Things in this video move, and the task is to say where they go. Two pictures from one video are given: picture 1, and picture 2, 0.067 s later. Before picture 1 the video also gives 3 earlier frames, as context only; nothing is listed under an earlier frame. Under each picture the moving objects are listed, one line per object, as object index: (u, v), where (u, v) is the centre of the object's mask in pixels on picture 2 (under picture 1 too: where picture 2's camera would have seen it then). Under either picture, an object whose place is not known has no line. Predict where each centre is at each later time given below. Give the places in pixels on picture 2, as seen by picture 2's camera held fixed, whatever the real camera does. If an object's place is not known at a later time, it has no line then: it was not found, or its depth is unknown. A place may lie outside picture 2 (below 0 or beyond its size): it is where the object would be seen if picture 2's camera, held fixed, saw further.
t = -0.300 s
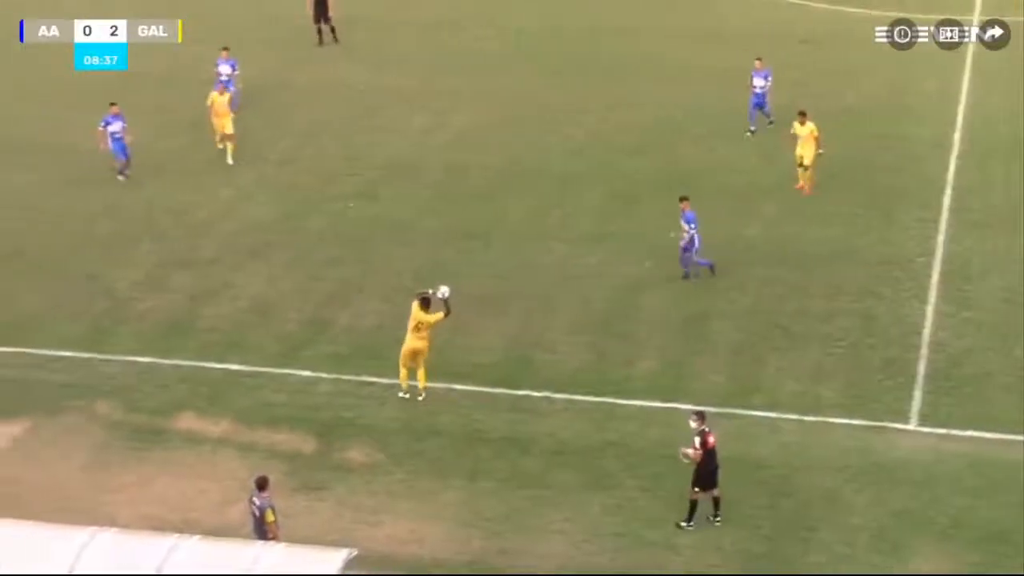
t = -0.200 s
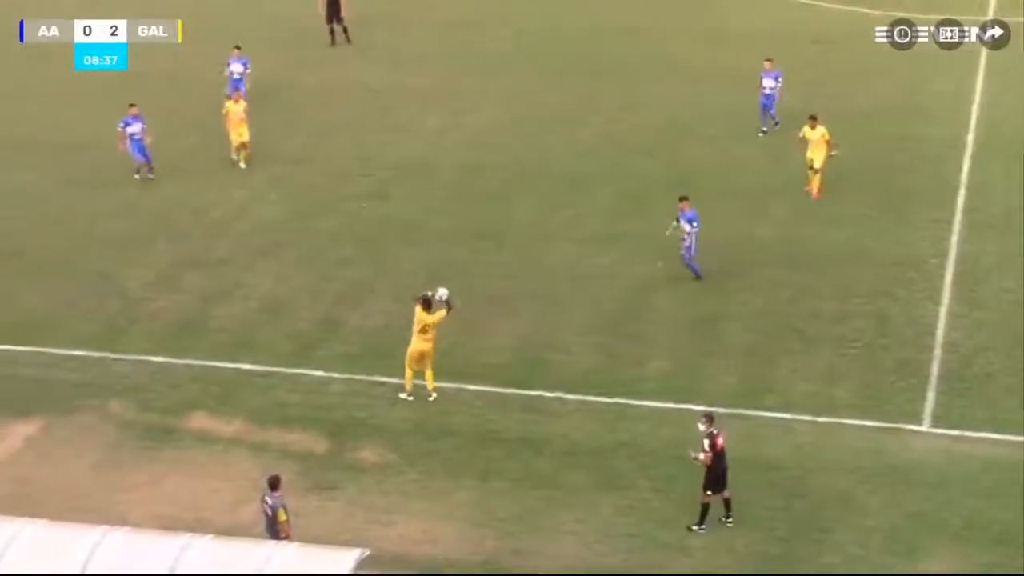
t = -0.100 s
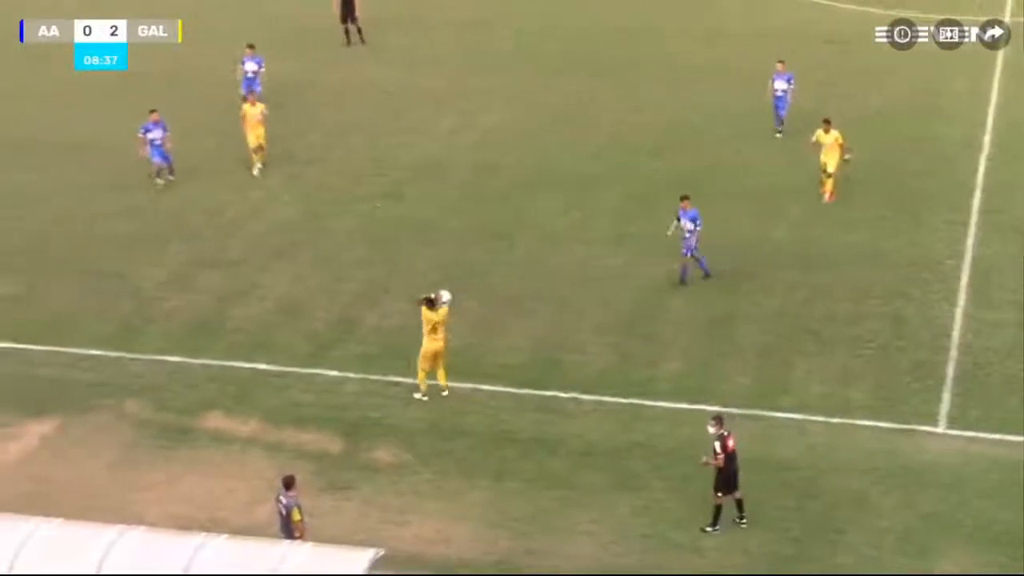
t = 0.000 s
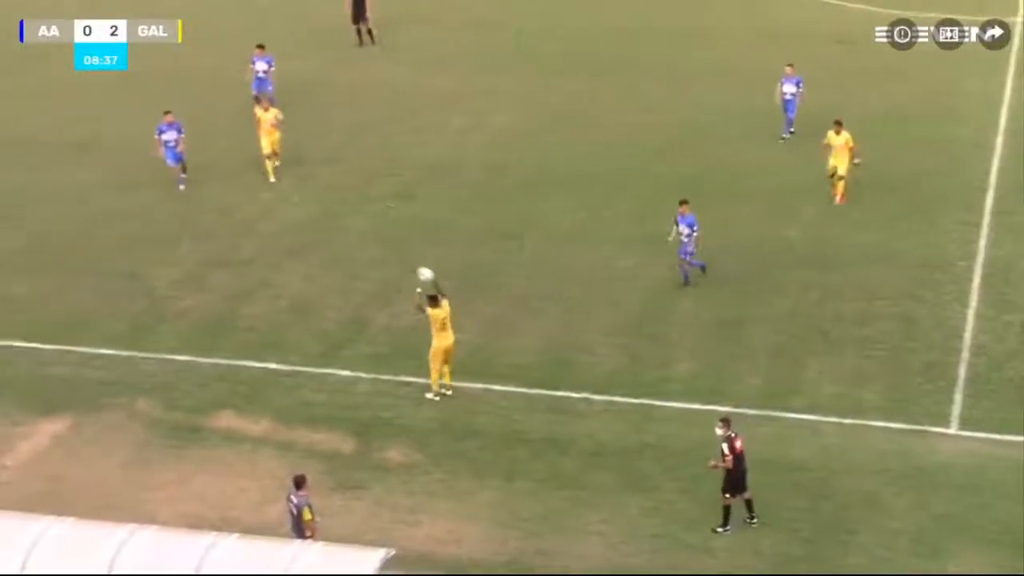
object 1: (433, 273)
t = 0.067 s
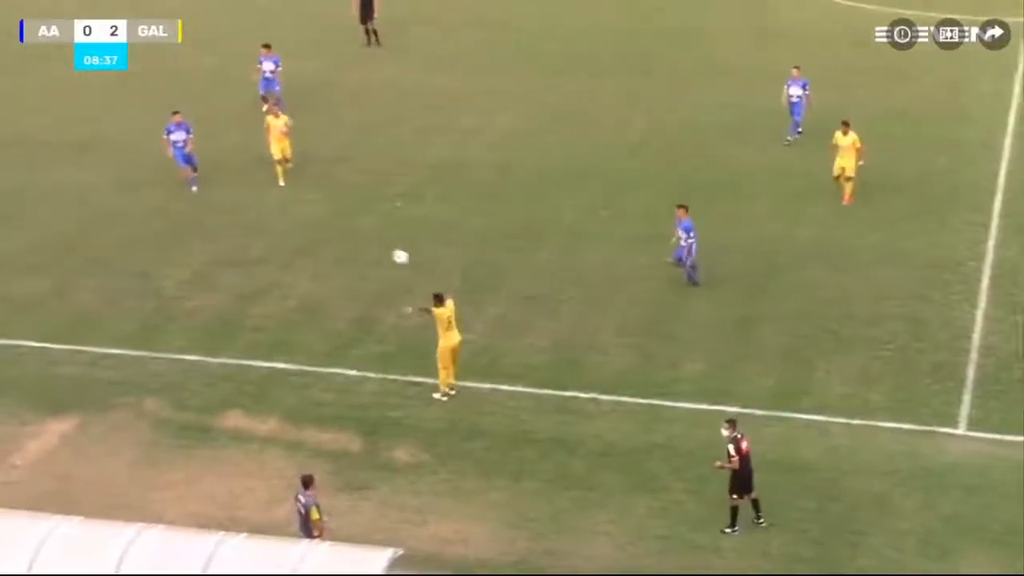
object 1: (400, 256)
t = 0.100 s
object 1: (384, 248)
